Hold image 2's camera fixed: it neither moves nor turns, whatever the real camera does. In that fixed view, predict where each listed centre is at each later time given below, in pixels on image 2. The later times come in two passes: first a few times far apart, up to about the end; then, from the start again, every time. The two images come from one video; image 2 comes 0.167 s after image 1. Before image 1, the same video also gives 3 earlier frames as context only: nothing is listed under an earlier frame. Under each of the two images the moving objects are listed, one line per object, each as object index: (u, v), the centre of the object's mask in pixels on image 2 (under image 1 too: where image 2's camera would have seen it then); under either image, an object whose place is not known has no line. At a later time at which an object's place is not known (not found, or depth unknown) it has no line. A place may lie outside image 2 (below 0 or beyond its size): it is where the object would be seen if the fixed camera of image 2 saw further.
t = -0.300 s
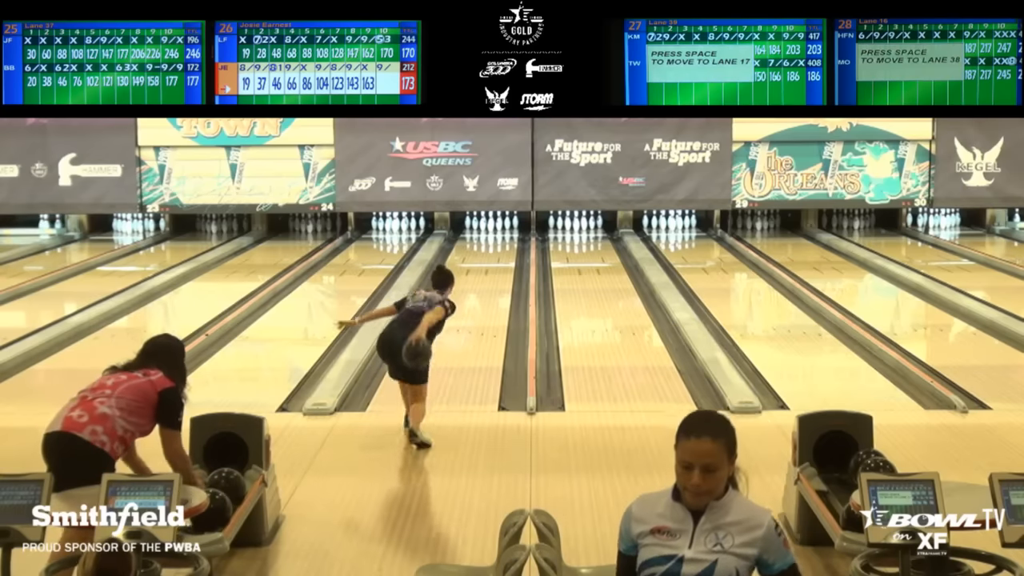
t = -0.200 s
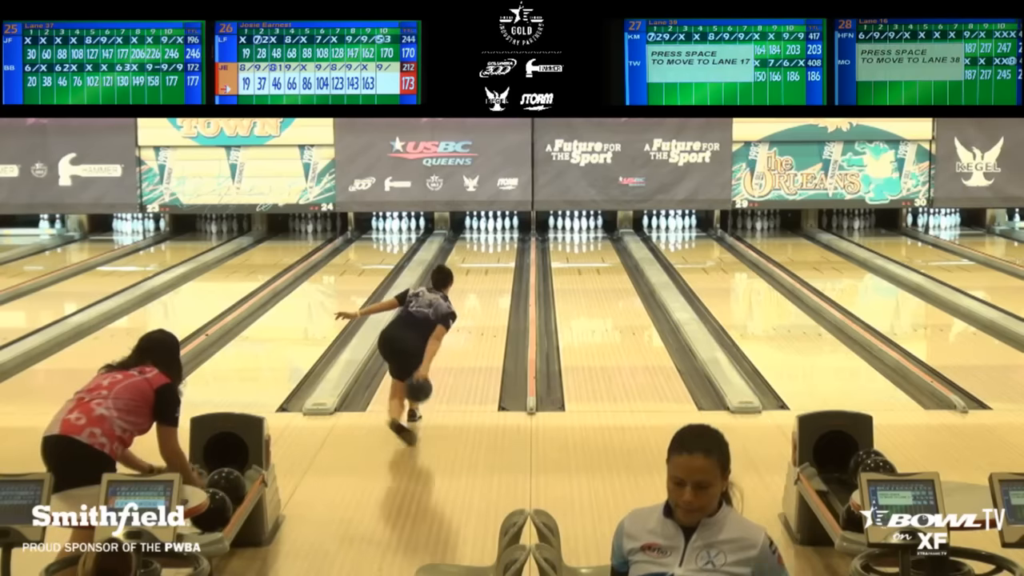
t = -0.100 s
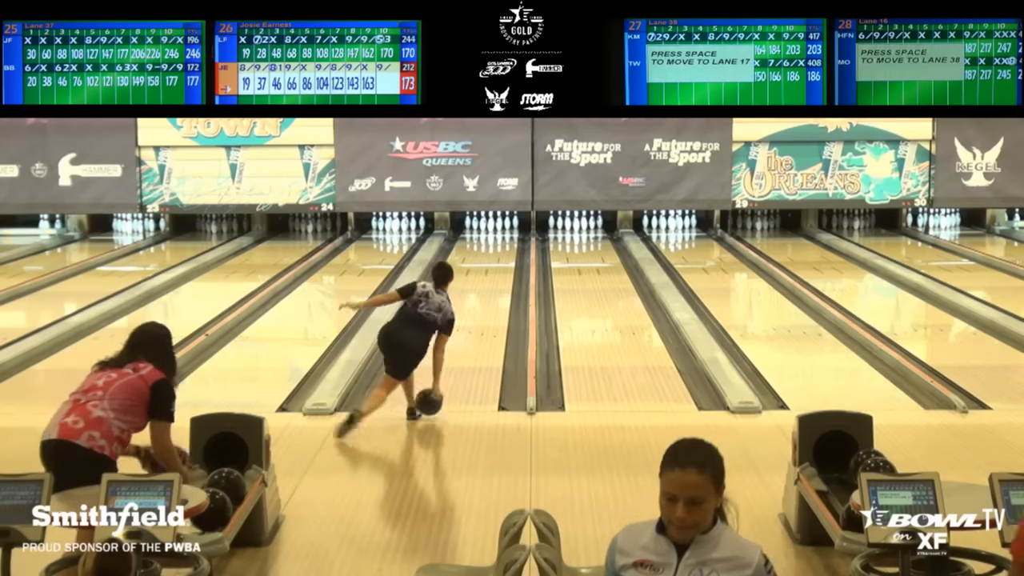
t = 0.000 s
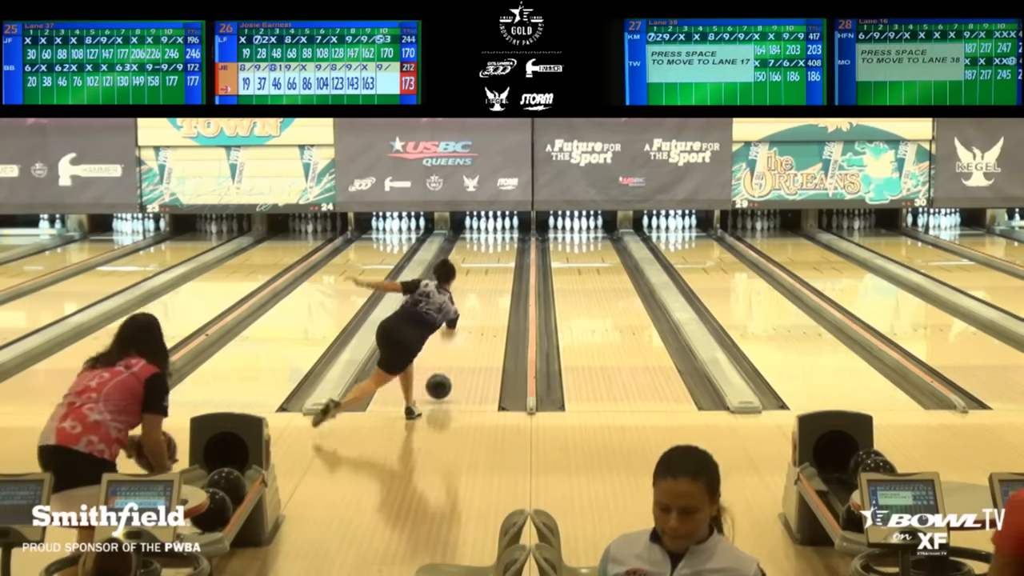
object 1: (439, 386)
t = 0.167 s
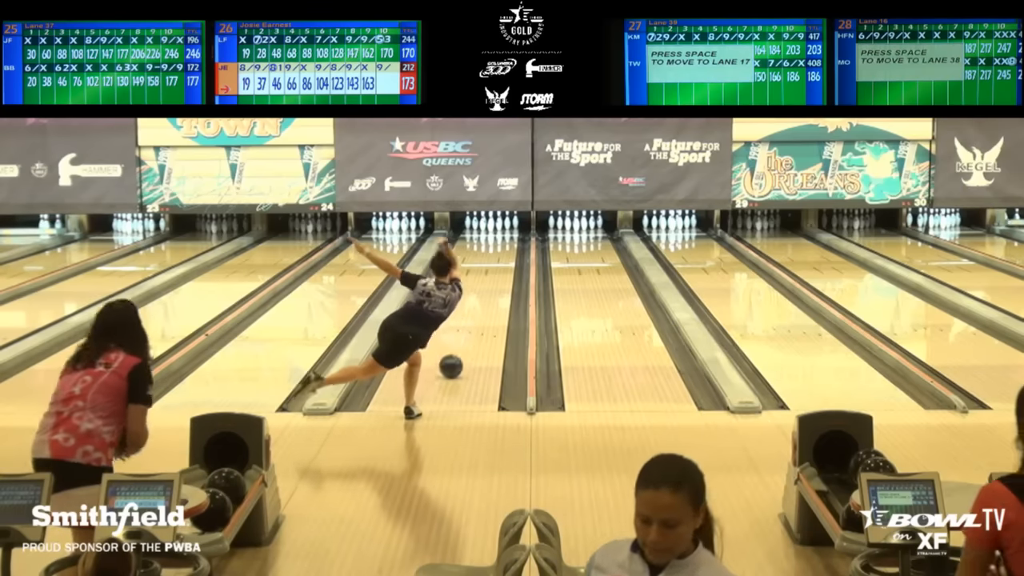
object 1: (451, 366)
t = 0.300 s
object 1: (459, 350)
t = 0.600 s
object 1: (474, 320)
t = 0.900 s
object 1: (486, 297)
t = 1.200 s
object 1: (494, 278)
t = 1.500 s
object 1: (501, 263)
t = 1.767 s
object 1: (504, 251)
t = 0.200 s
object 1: (453, 362)
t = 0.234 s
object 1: (455, 358)
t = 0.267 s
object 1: (457, 354)
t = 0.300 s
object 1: (459, 350)
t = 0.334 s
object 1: (461, 346)
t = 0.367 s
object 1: (463, 342)
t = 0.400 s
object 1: (465, 339)
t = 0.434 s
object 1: (466, 336)
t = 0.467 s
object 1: (468, 332)
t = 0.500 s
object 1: (470, 329)
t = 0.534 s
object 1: (471, 326)
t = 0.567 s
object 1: (473, 323)
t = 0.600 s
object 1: (474, 320)
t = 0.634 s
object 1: (476, 317)
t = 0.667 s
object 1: (477, 315)
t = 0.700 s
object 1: (478, 312)
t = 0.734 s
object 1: (480, 309)
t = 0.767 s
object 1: (481, 307)
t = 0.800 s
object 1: (482, 304)
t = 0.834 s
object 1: (484, 302)
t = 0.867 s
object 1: (485, 299)
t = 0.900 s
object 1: (486, 297)
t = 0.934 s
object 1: (486, 295)
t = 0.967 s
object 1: (488, 292)
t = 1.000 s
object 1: (489, 290)
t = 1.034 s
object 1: (490, 288)
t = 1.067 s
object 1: (491, 286)
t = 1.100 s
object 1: (492, 284)
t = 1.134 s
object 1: (493, 282)
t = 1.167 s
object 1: (494, 280)
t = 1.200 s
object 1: (494, 278)
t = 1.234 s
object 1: (495, 276)
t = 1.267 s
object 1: (496, 275)
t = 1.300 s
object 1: (496, 272)
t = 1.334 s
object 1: (497, 271)
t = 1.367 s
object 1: (498, 269)
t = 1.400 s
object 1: (499, 267)
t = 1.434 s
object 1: (499, 266)
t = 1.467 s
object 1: (500, 264)
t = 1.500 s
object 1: (501, 263)
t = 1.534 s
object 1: (501, 261)
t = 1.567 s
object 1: (502, 260)
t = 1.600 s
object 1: (502, 258)
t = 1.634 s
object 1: (503, 257)
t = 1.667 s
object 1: (503, 256)
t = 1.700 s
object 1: (504, 254)
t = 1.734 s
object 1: (504, 253)
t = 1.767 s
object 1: (504, 251)
